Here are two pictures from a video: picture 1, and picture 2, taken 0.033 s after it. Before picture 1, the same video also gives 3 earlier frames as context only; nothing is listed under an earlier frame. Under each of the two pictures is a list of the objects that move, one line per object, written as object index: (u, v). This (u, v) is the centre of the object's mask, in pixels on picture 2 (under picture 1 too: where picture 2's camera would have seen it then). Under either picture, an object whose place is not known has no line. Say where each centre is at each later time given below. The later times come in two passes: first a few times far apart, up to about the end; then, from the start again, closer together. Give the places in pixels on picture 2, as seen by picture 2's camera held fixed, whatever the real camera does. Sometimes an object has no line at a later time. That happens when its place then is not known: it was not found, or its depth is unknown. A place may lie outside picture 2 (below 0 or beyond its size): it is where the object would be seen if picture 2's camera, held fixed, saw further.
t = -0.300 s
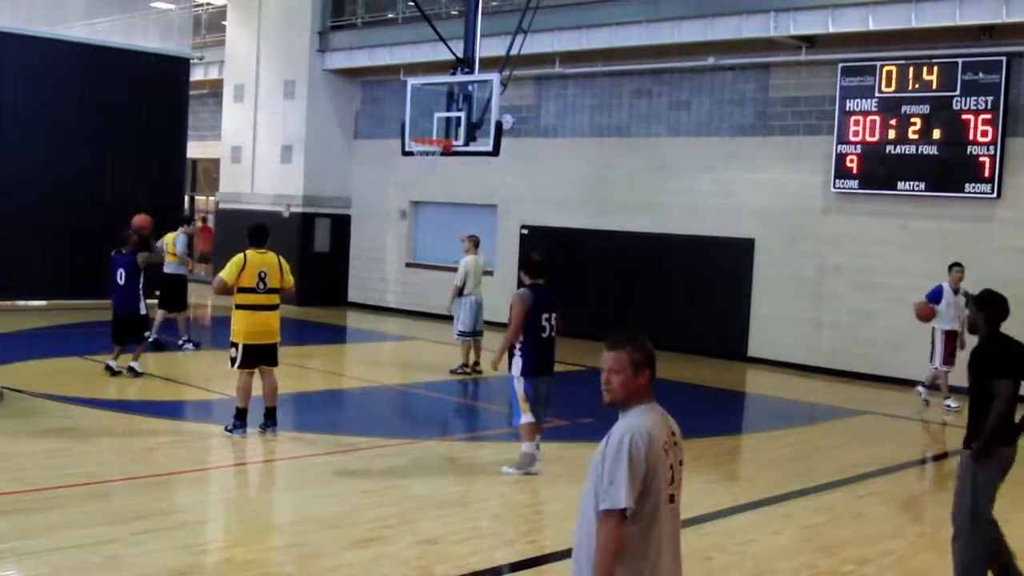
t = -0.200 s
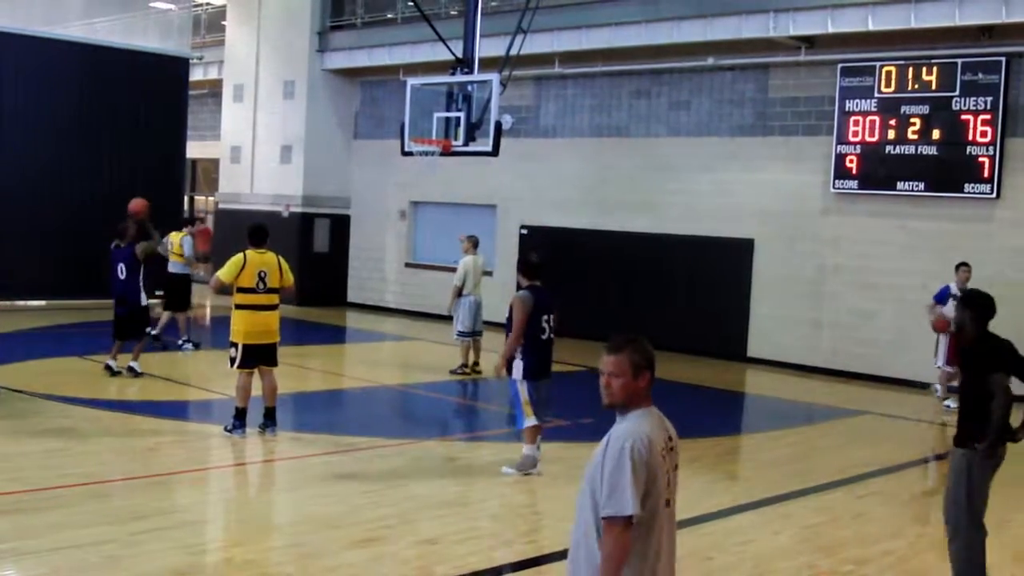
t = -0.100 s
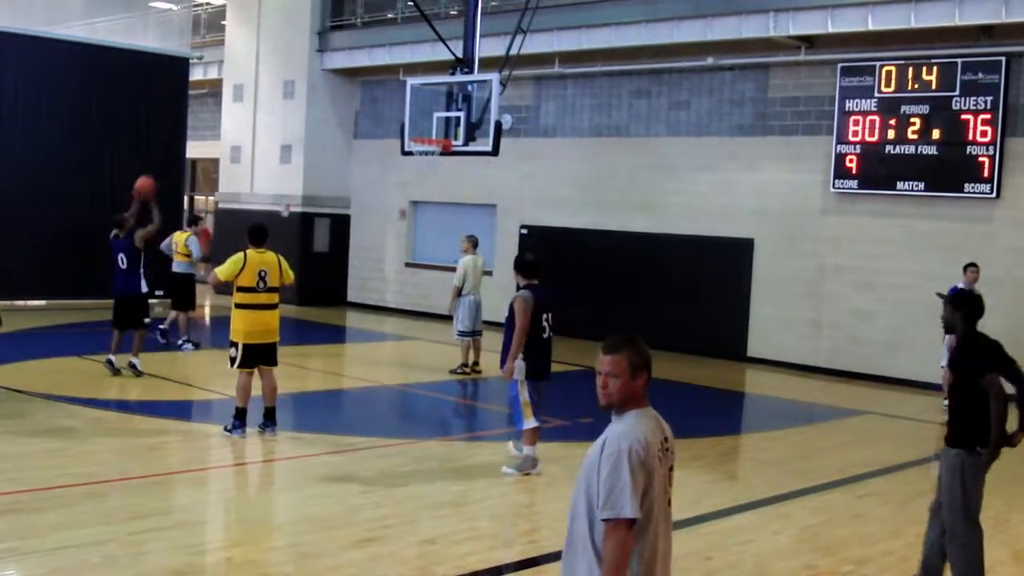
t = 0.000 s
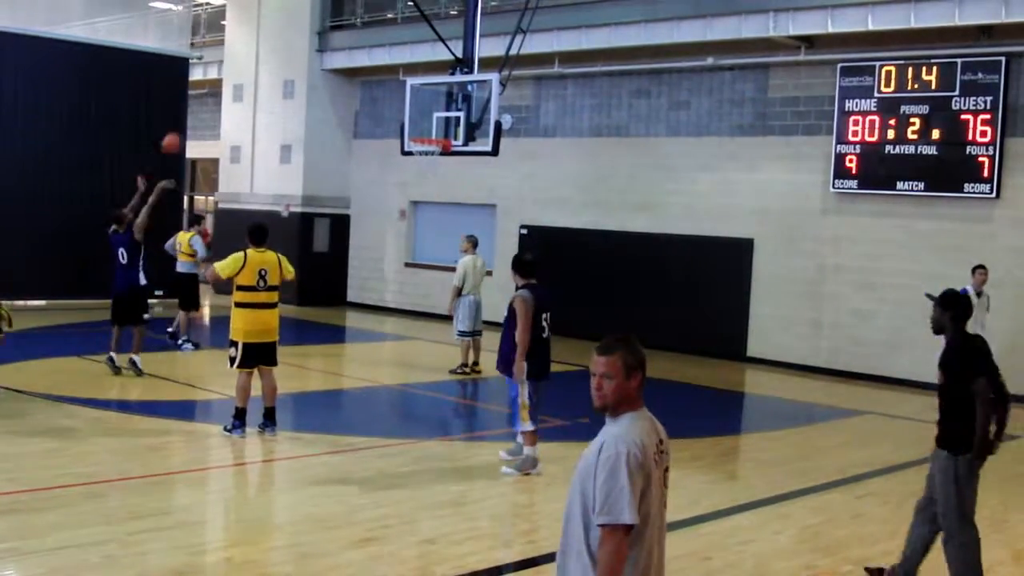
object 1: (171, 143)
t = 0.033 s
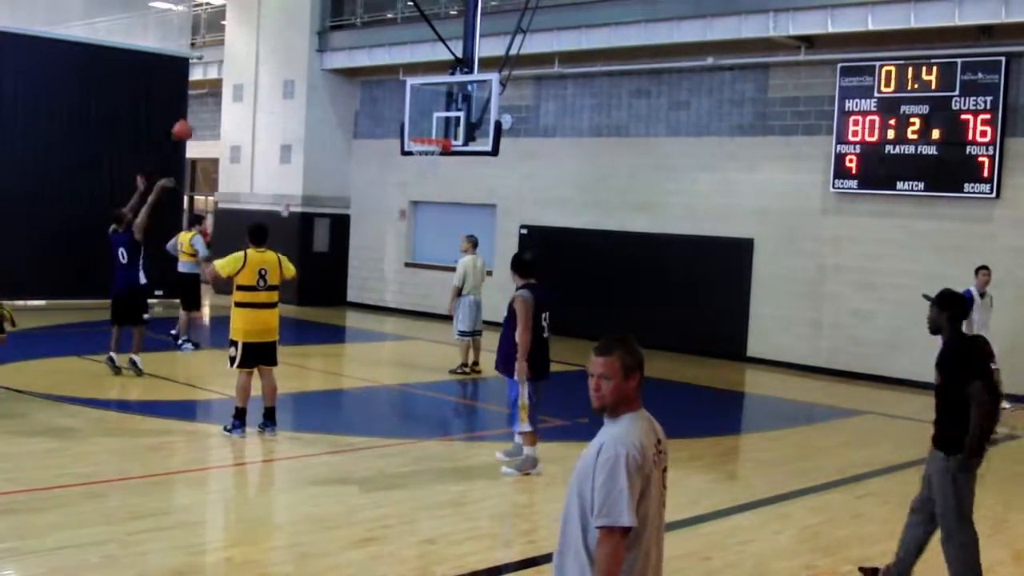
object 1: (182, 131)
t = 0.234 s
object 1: (243, 71)
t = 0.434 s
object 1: (297, 46)
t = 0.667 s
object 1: (354, 58)
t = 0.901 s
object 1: (403, 107)
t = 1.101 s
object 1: (438, 158)
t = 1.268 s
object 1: (439, 170)
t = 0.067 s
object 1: (193, 118)
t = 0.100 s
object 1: (204, 108)
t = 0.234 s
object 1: (243, 71)
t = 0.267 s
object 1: (253, 64)
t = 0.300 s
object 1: (262, 59)
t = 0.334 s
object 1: (271, 54)
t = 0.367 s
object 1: (279, 51)
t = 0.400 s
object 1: (288, 48)
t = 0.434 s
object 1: (297, 46)
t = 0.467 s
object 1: (305, 46)
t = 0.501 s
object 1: (313, 46)
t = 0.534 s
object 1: (322, 46)
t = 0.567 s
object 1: (329, 47)
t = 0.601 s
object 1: (339, 51)
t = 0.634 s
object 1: (346, 53)
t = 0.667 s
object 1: (354, 58)
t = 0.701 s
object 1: (361, 62)
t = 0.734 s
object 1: (370, 67)
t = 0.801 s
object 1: (384, 80)
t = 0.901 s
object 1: (403, 107)
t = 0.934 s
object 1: (411, 116)
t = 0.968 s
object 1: (417, 127)
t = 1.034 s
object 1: (433, 149)
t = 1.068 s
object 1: (436, 155)
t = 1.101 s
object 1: (438, 158)
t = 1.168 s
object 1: (440, 160)
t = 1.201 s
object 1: (439, 162)
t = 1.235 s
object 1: (439, 166)
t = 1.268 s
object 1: (439, 170)
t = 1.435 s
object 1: (436, 205)
